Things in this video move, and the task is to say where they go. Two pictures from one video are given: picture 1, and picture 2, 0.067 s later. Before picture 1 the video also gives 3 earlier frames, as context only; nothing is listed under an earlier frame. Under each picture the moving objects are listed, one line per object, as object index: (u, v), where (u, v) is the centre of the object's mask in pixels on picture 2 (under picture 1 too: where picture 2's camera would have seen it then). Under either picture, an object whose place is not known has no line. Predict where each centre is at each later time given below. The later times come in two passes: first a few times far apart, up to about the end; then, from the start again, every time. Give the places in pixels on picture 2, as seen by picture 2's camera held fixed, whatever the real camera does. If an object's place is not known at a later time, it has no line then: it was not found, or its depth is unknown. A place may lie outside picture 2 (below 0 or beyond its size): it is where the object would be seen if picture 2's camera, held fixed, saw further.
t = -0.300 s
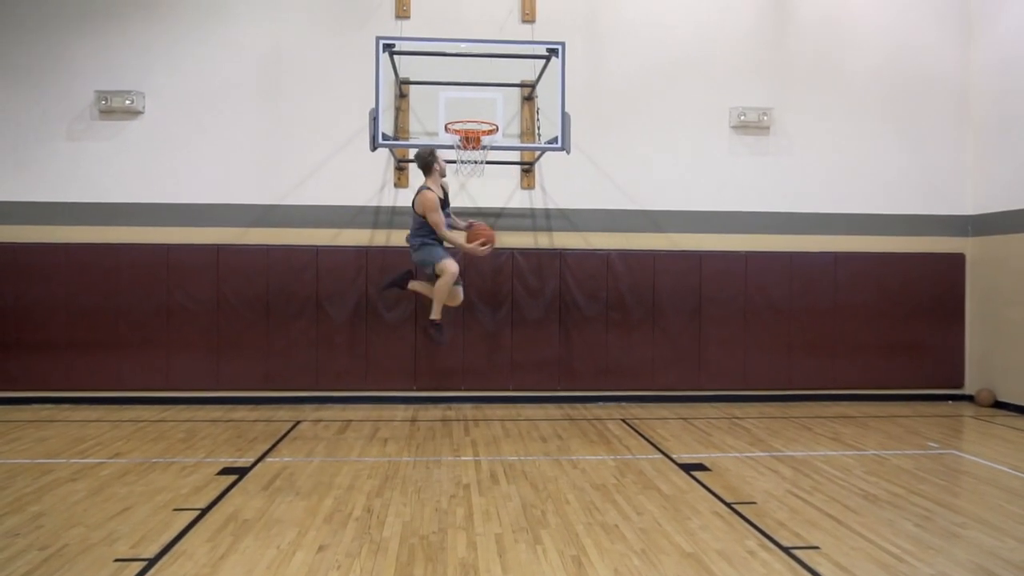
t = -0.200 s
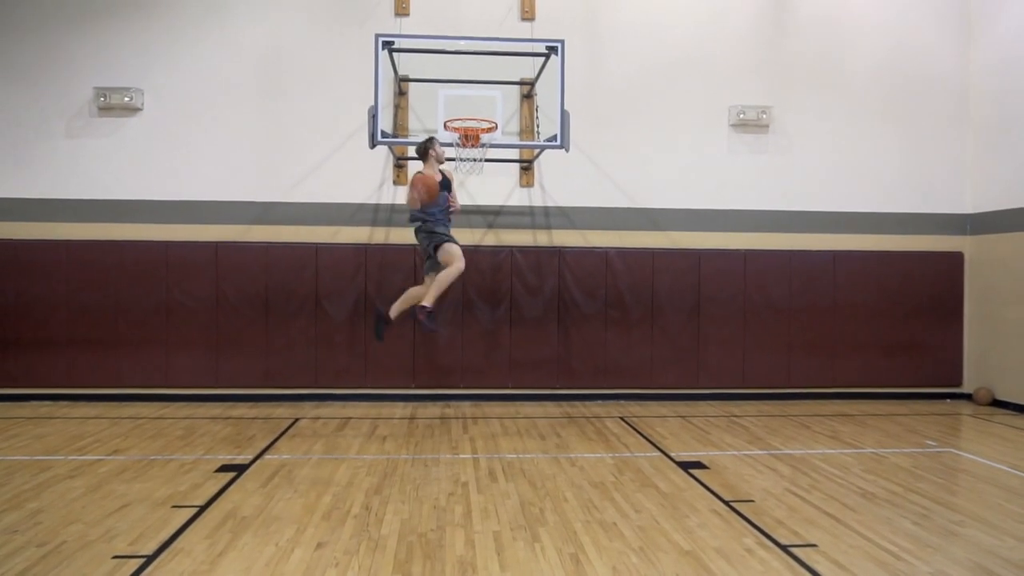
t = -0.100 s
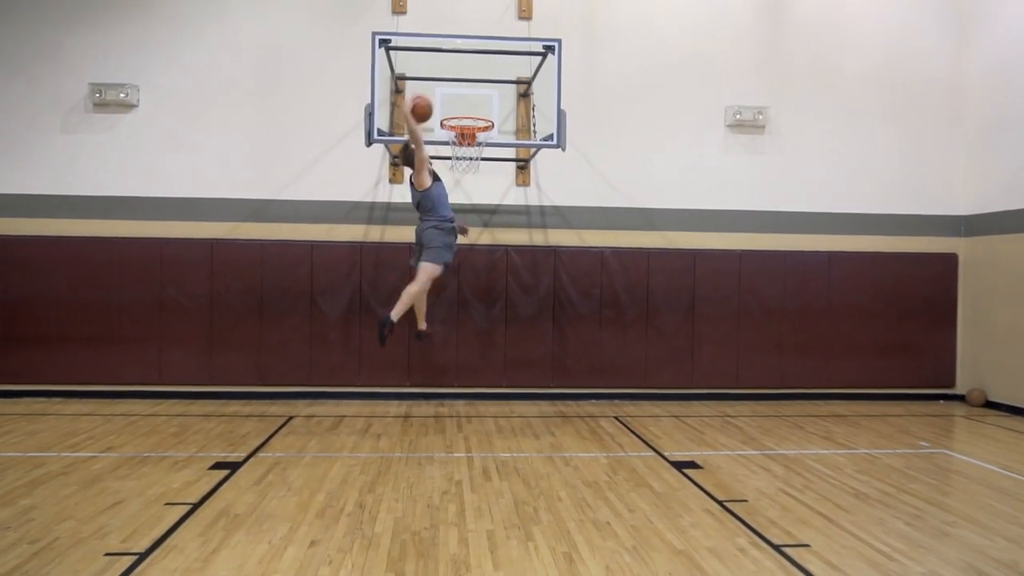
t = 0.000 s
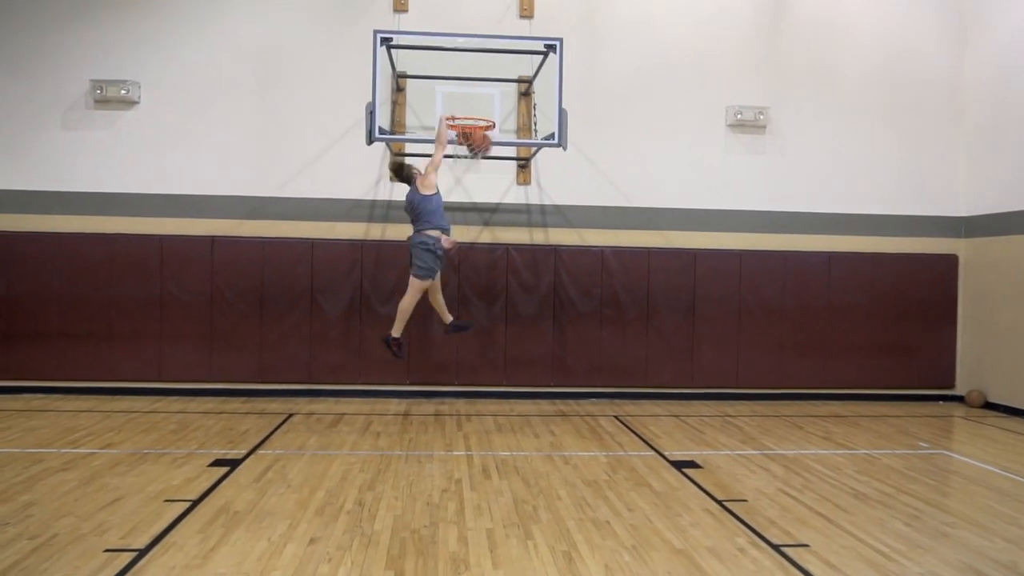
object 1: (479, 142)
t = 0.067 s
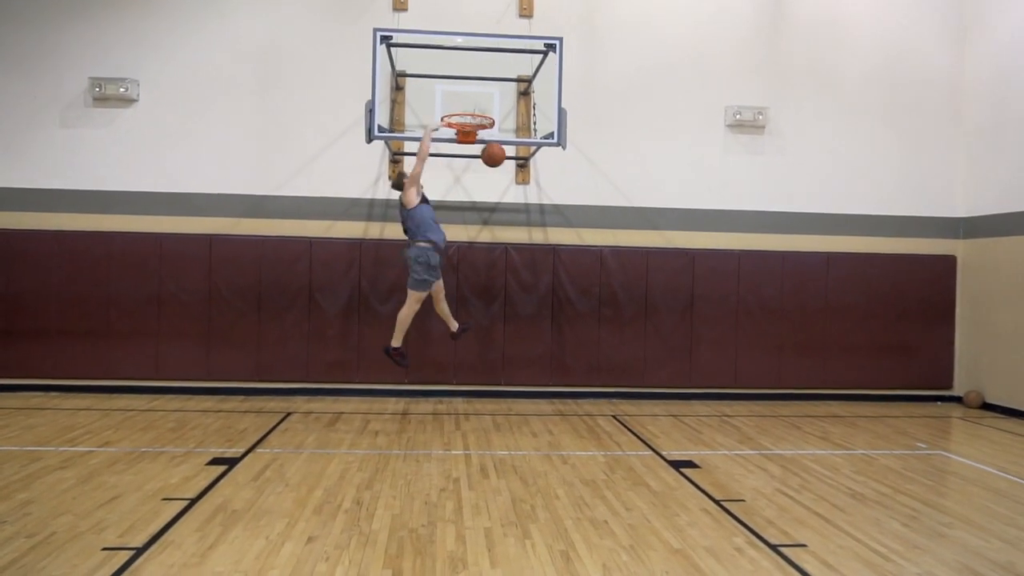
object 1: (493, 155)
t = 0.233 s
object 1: (524, 193)
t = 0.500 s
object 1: (566, 295)
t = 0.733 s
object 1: (594, 398)
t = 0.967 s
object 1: (578, 318)
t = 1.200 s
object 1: (560, 283)
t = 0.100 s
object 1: (499, 160)
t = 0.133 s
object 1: (506, 167)
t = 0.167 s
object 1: (512, 175)
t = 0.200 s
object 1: (518, 183)
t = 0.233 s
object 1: (524, 193)
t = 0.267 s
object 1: (529, 203)
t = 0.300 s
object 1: (535, 214)
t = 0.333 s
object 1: (540, 225)
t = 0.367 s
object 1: (546, 237)
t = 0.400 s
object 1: (552, 251)
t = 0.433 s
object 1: (557, 264)
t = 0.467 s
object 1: (561, 279)
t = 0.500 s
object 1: (566, 295)
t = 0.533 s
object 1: (571, 310)
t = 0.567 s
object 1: (576, 327)
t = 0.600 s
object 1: (580, 345)
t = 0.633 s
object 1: (585, 361)
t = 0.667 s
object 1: (589, 380)
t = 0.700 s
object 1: (594, 400)
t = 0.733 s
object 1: (594, 398)
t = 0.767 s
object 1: (592, 384)
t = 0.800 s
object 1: (590, 371)
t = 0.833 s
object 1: (587, 358)
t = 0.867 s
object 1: (585, 347)
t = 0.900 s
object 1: (583, 337)
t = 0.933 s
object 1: (580, 327)
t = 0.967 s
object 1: (578, 318)
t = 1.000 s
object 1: (576, 310)
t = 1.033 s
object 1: (573, 303)
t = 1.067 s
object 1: (571, 297)
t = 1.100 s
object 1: (569, 292)
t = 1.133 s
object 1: (565, 288)
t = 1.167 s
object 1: (563, 285)
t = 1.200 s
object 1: (560, 283)
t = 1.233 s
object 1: (558, 282)
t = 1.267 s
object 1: (555, 281)
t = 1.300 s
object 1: (552, 282)
